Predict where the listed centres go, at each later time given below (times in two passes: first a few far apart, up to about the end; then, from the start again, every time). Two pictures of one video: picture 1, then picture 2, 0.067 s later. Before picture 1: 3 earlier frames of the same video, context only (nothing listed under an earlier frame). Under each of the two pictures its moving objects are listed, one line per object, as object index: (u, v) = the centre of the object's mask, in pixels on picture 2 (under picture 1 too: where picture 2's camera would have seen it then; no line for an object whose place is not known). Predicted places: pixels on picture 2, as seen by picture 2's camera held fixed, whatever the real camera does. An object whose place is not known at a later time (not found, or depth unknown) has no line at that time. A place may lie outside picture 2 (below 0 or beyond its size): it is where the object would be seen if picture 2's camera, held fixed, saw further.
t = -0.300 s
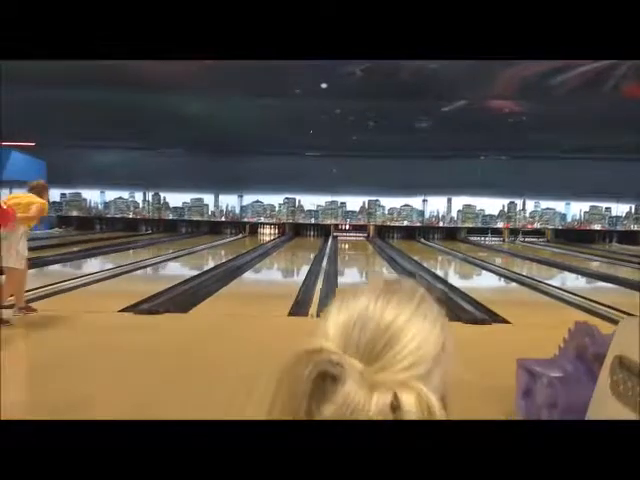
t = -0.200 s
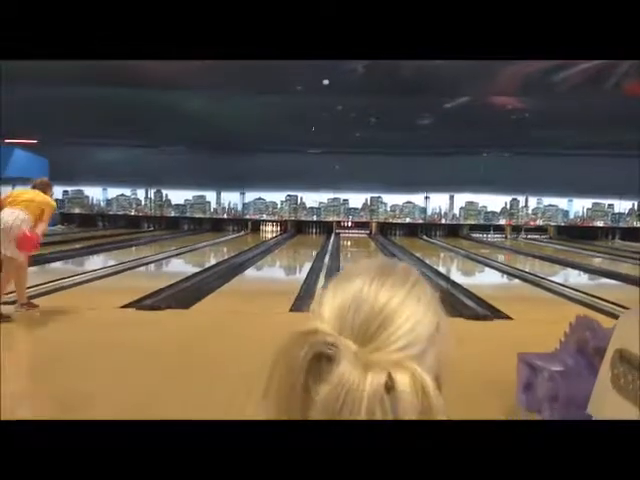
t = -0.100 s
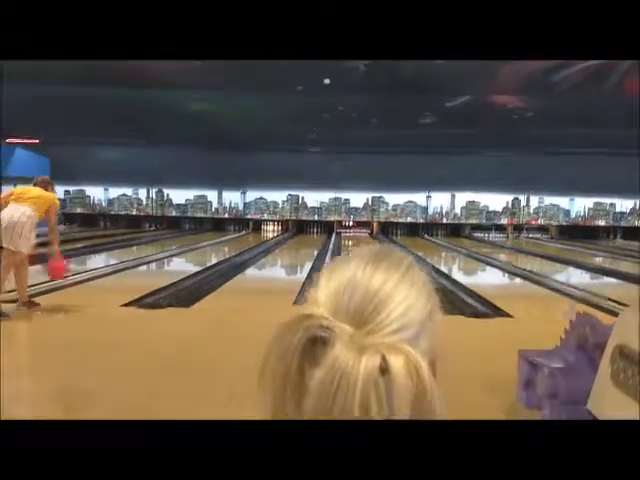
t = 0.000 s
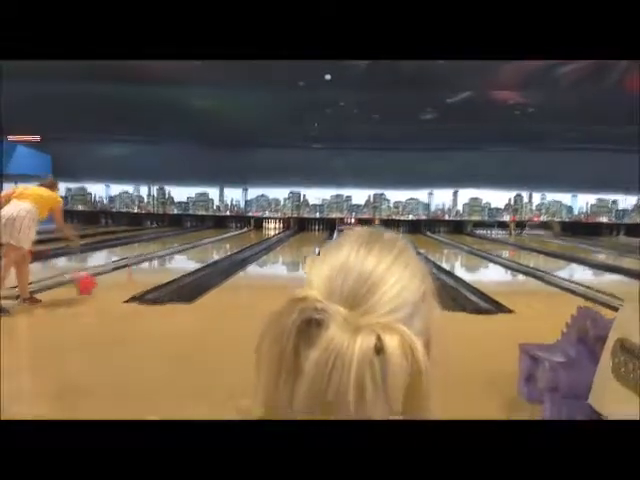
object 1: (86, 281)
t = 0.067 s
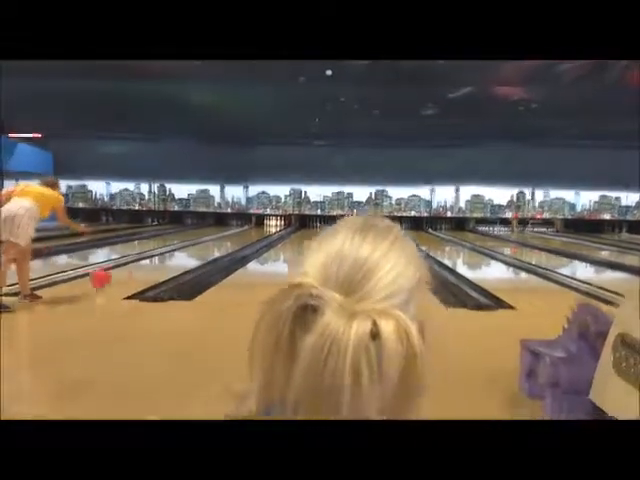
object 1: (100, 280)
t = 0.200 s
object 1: (122, 277)
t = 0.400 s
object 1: (148, 266)
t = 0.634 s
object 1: (173, 257)
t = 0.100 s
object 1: (105, 283)
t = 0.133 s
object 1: (112, 279)
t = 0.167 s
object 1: (117, 278)
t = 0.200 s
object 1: (122, 277)
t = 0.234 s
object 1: (125, 269)
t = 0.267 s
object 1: (132, 267)
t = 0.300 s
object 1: (137, 266)
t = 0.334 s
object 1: (141, 263)
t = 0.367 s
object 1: (145, 261)
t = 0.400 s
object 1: (148, 266)
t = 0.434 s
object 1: (152, 266)
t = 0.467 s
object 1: (154, 266)
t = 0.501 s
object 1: (159, 261)
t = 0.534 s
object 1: (163, 259)
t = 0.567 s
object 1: (165, 259)
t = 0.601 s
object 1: (172, 258)
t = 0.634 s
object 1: (173, 257)
